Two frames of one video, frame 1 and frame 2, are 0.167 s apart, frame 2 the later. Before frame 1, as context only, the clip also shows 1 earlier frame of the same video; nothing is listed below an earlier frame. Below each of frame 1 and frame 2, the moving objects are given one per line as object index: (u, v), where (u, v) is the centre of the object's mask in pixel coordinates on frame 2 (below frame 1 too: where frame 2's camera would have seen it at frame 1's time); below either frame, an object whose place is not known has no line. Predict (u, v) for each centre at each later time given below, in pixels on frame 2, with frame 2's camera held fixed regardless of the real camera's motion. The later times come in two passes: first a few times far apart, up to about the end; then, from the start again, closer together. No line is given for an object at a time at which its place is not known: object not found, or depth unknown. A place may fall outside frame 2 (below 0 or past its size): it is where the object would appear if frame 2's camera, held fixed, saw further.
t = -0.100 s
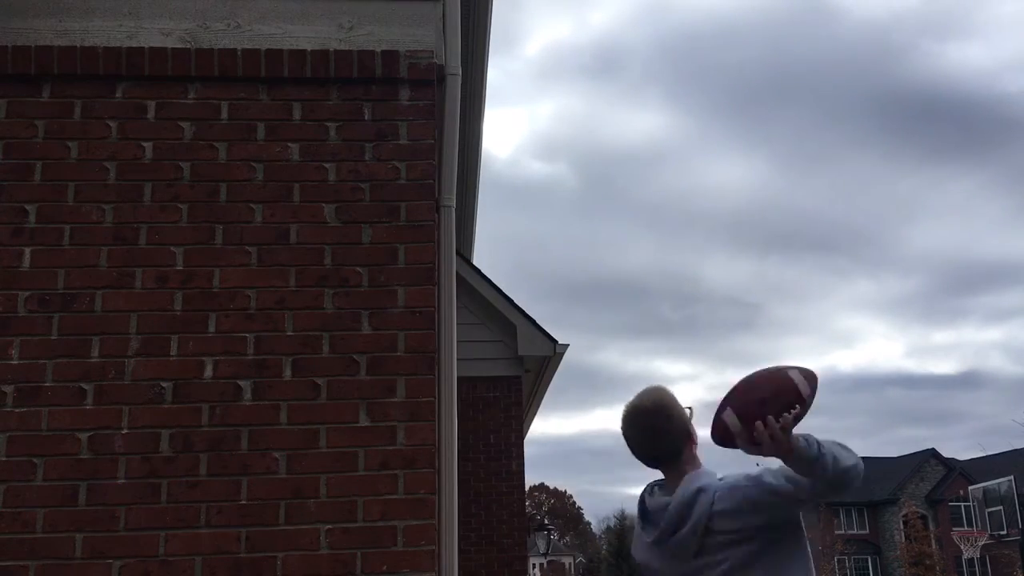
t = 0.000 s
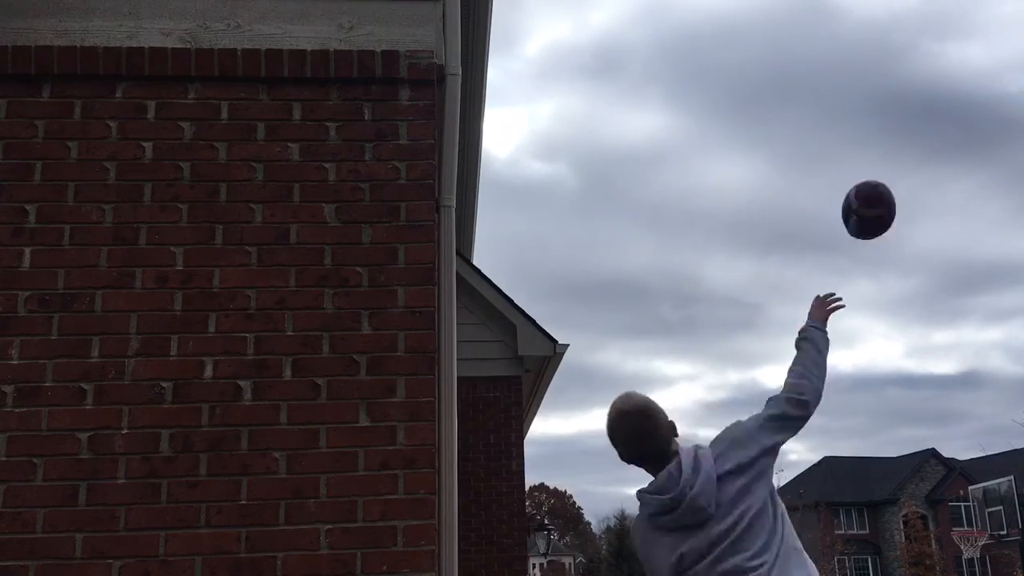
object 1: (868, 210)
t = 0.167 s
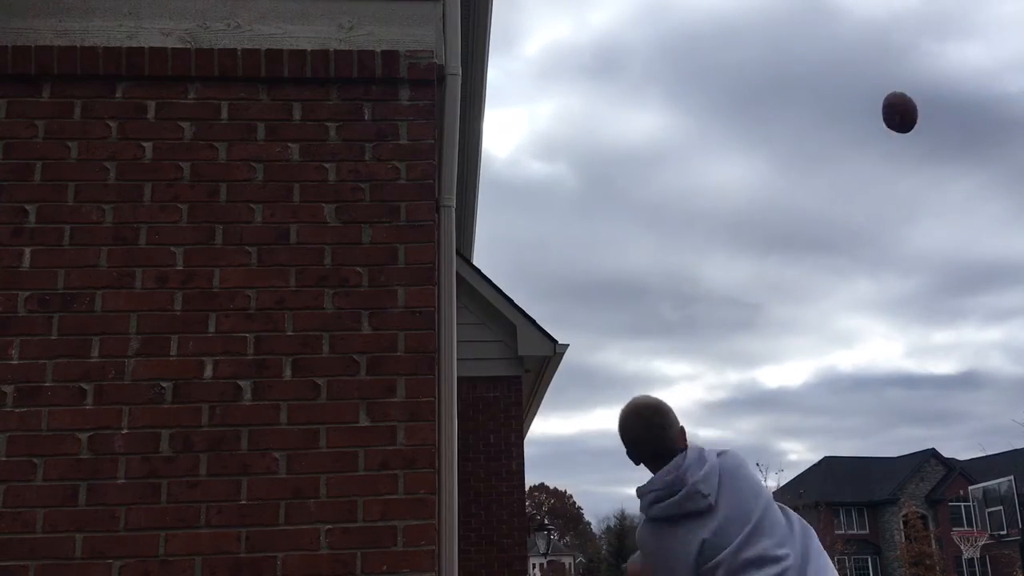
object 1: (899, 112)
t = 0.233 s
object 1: (905, 106)
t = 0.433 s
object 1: (921, 126)
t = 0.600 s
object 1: (930, 170)
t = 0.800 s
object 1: (940, 239)
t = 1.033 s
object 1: (951, 334)
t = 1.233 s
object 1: (961, 427)
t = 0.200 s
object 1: (903, 108)
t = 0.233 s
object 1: (905, 106)
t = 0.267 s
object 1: (908, 105)
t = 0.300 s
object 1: (911, 105)
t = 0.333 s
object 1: (915, 108)
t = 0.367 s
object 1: (918, 113)
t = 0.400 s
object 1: (920, 119)
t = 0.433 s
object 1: (921, 126)
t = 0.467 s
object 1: (923, 133)
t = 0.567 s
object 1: (929, 160)
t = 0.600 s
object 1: (930, 170)
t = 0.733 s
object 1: (937, 214)
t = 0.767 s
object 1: (939, 226)
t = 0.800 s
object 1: (940, 239)
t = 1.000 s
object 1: (950, 319)
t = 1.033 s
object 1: (951, 334)
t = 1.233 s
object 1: (961, 427)
